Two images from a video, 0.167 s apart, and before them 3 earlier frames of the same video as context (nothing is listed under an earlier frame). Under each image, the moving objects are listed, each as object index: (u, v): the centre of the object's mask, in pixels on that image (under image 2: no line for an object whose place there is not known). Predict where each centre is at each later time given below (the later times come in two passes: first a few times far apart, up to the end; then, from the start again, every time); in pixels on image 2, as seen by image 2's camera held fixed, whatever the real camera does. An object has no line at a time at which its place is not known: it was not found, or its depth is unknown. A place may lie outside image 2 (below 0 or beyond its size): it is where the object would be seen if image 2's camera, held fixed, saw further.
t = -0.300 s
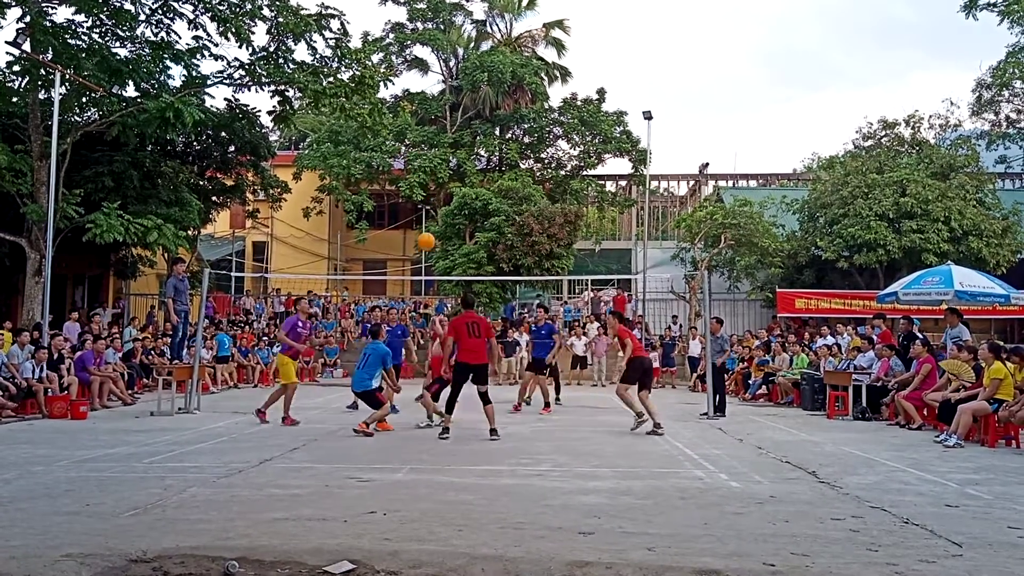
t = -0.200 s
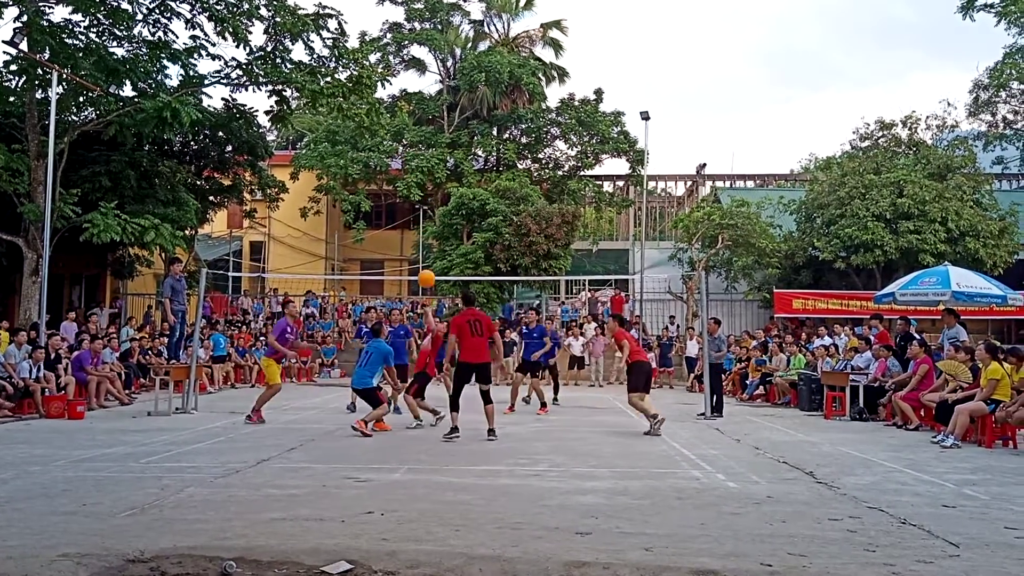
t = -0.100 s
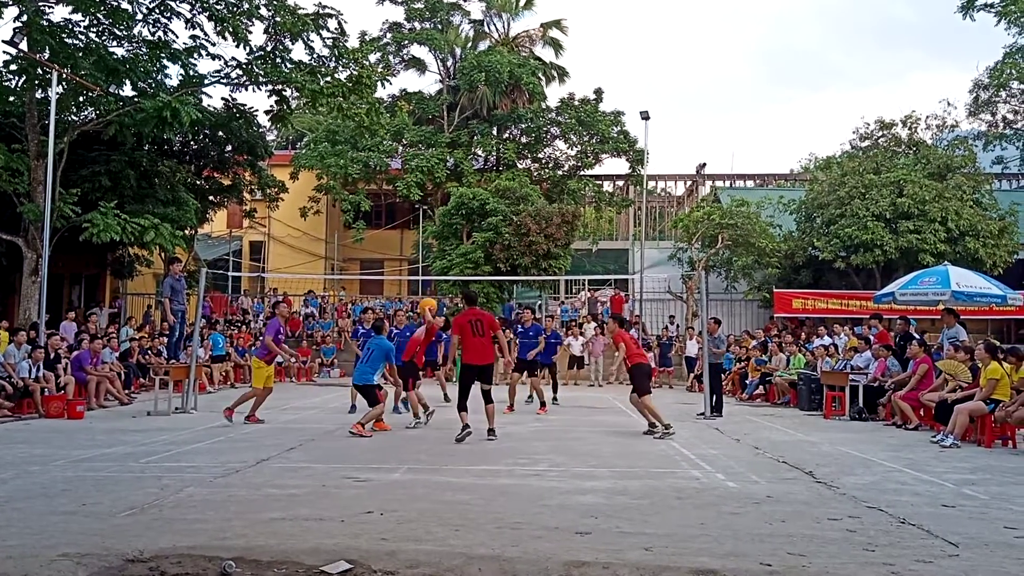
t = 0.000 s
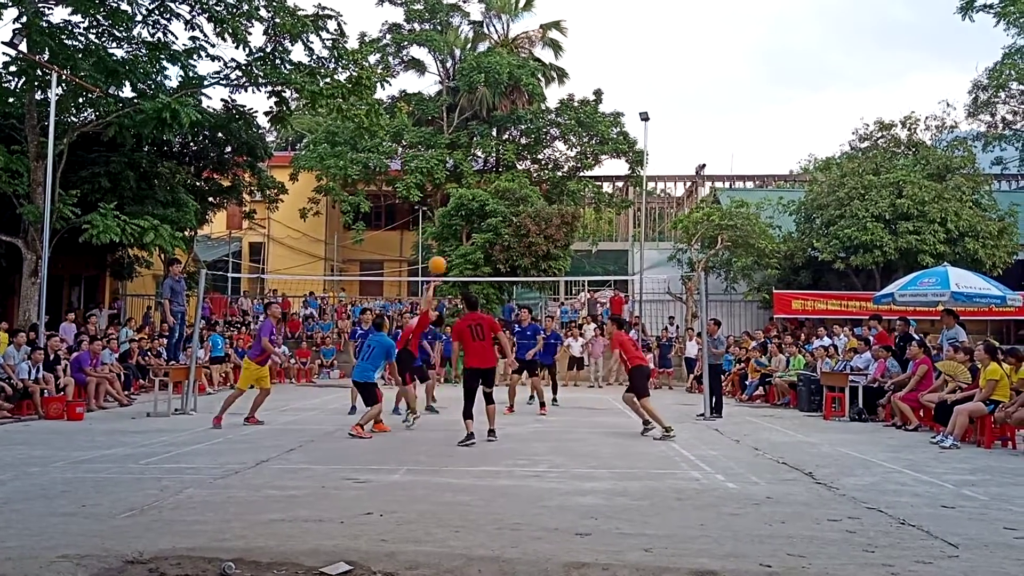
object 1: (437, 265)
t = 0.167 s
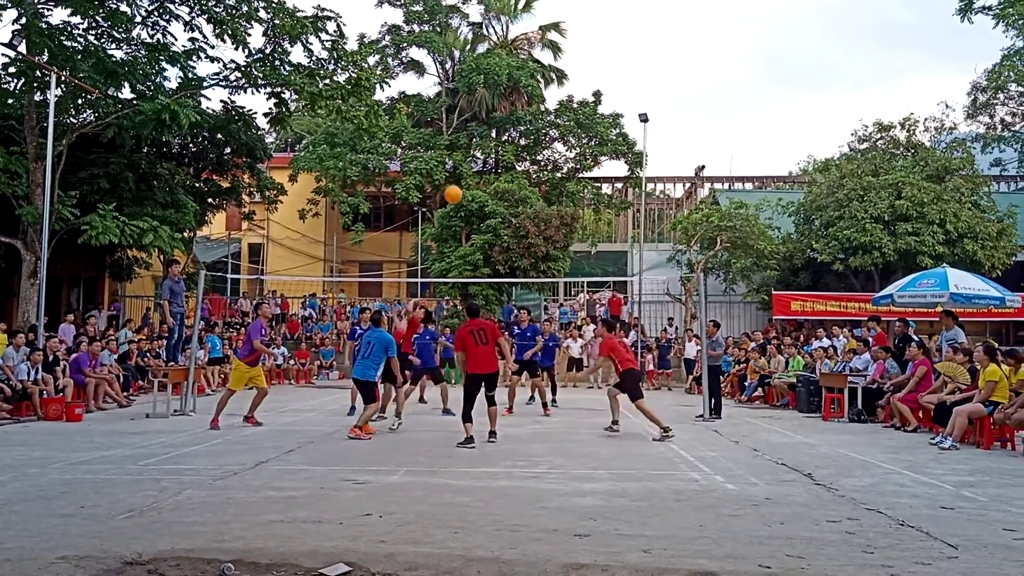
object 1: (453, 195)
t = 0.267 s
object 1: (461, 163)
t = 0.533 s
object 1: (478, 115)
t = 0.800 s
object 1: (494, 117)
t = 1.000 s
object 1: (507, 149)
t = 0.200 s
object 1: (456, 183)
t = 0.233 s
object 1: (459, 172)
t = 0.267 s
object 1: (461, 163)
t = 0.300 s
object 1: (463, 154)
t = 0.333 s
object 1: (466, 146)
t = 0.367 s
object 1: (468, 139)
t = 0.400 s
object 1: (470, 133)
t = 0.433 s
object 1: (472, 127)
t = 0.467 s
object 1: (474, 122)
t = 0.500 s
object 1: (476, 118)
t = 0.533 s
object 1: (478, 115)
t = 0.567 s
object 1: (481, 113)
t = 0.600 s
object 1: (482, 111)
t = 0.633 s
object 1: (484, 110)
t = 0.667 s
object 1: (486, 110)
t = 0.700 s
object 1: (488, 110)
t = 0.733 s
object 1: (490, 112)
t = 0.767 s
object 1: (492, 114)
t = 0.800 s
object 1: (494, 117)
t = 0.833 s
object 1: (496, 120)
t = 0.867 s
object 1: (499, 124)
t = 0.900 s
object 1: (501, 129)
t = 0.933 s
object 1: (503, 135)
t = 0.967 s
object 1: (505, 142)
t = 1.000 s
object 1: (507, 149)
